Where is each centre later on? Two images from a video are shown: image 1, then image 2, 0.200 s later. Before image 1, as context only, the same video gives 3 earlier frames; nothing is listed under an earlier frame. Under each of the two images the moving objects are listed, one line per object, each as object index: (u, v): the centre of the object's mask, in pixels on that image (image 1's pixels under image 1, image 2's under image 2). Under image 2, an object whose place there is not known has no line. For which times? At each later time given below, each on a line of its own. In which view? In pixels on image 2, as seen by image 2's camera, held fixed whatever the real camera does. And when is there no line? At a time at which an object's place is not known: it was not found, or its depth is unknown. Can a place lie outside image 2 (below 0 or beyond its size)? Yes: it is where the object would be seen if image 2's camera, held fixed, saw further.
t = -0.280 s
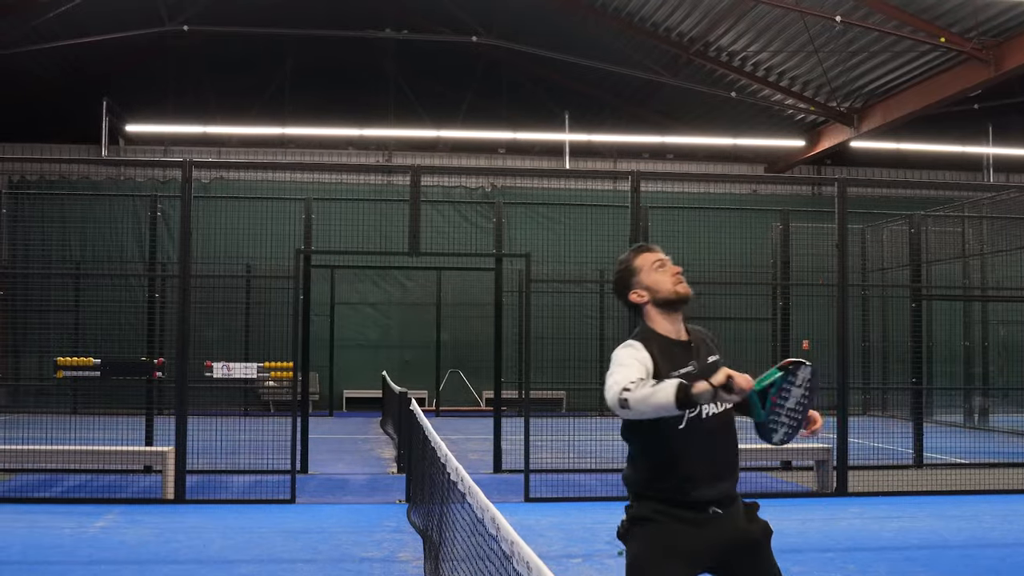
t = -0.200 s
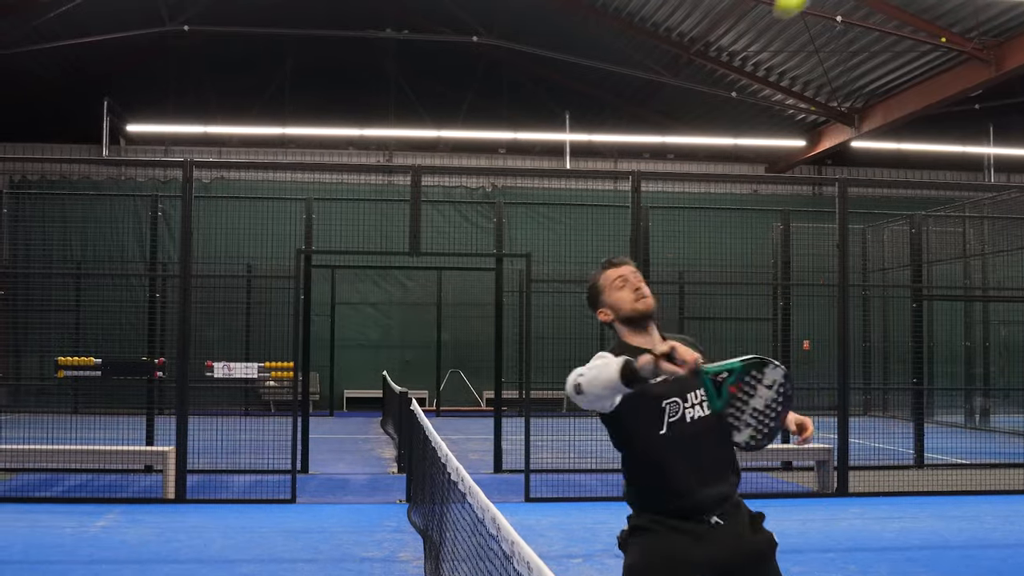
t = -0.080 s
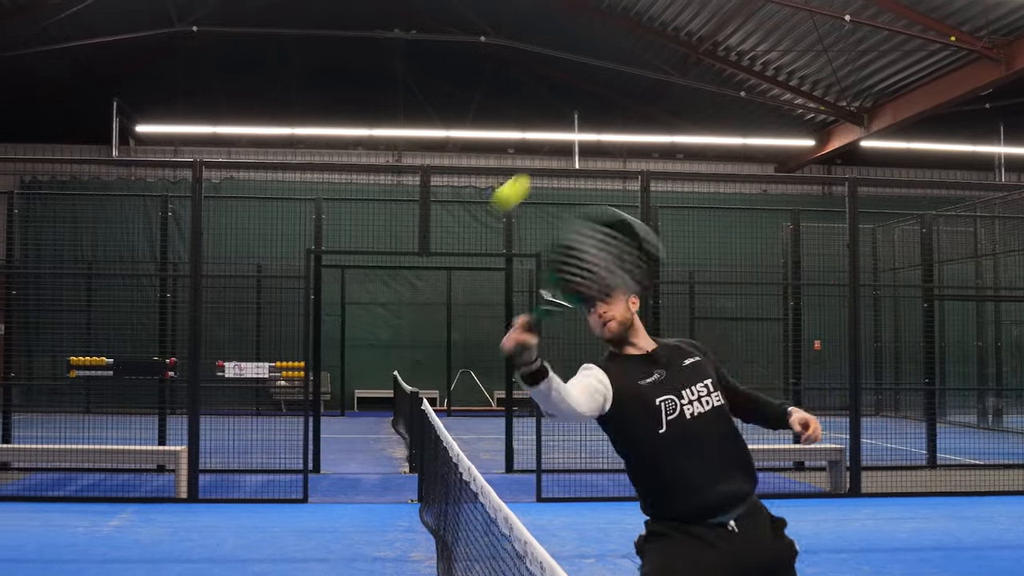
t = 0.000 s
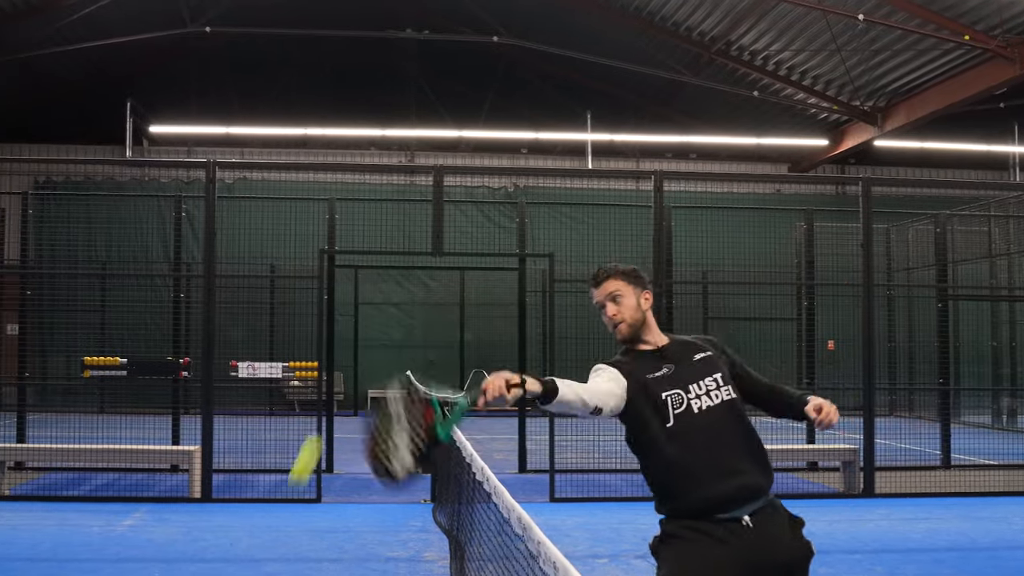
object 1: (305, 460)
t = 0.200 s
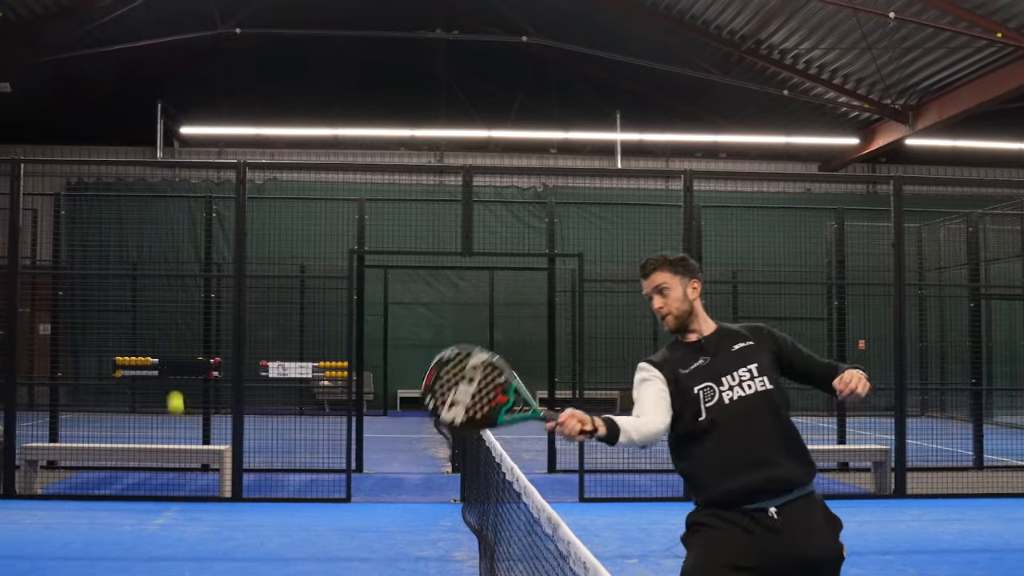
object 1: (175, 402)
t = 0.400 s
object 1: (131, 135)
